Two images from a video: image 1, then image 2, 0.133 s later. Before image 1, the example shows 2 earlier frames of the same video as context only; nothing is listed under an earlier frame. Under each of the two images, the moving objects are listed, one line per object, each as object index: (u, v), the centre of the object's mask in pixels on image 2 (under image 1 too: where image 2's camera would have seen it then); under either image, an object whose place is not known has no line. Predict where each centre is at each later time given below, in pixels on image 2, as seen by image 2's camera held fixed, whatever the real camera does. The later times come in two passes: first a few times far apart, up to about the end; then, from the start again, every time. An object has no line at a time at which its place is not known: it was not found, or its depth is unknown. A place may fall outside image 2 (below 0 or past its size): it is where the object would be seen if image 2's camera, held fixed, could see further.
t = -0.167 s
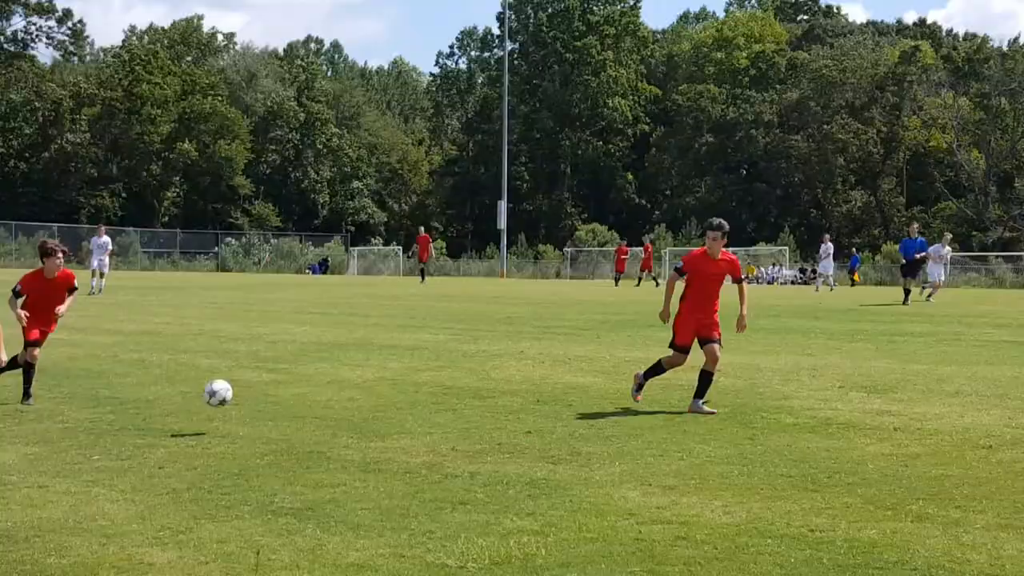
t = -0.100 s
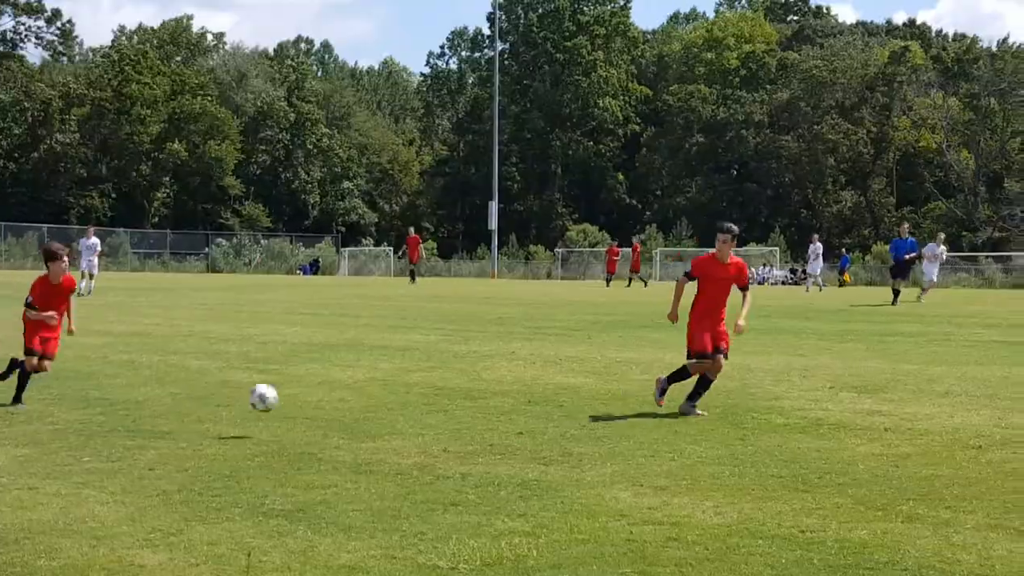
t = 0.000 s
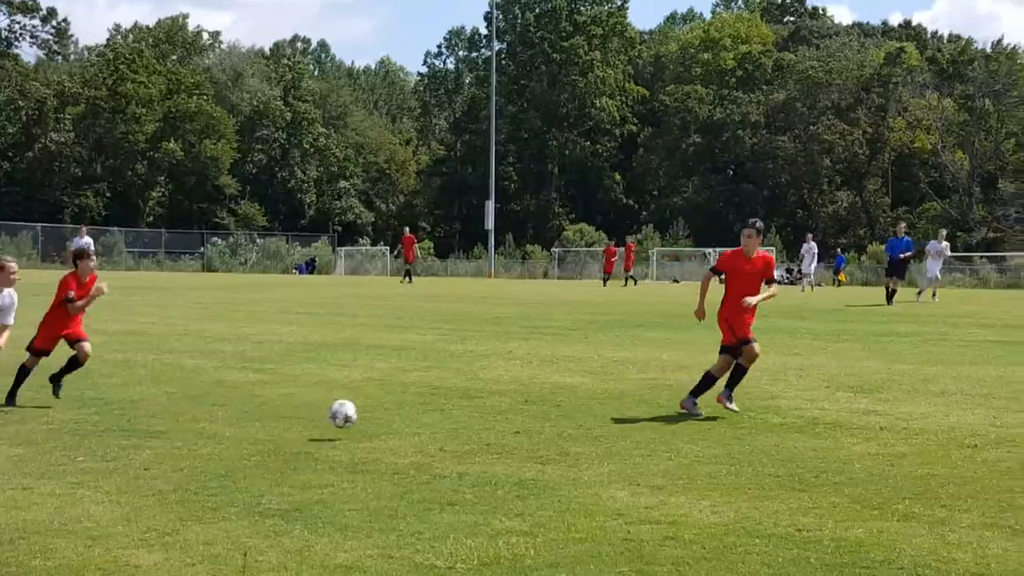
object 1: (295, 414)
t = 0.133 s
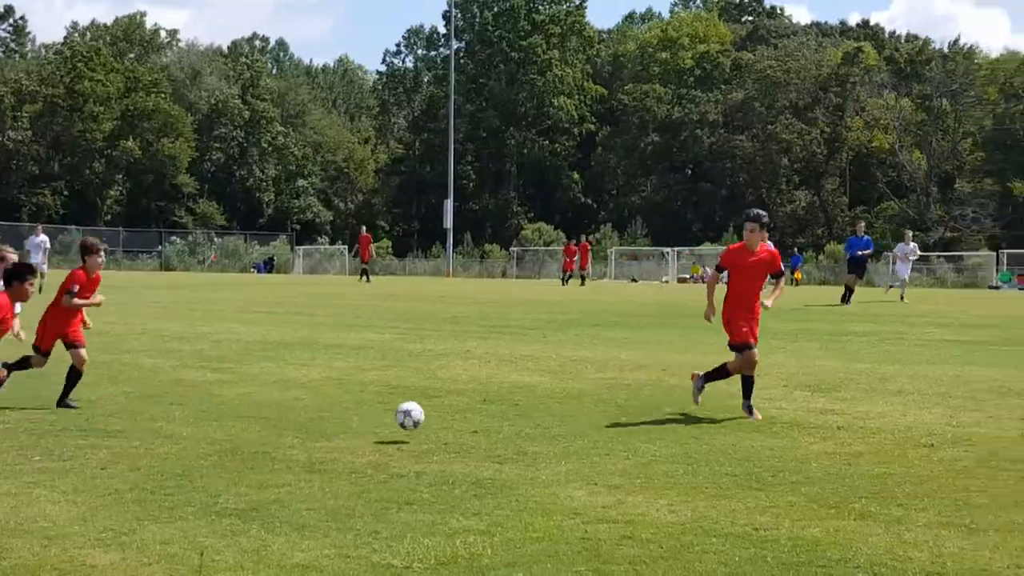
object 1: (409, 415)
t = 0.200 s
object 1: (461, 408)
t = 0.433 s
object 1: (655, 434)
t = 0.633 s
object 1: (818, 428)
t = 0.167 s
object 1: (435, 410)
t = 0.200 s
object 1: (461, 408)
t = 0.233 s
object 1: (491, 407)
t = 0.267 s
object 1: (518, 407)
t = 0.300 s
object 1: (545, 411)
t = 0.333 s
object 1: (573, 415)
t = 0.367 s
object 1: (600, 420)
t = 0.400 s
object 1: (627, 428)
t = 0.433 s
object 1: (655, 434)
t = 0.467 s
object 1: (681, 430)
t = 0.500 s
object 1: (708, 426)
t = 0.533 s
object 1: (735, 424)
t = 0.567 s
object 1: (762, 423)
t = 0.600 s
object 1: (789, 426)
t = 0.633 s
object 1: (818, 428)
